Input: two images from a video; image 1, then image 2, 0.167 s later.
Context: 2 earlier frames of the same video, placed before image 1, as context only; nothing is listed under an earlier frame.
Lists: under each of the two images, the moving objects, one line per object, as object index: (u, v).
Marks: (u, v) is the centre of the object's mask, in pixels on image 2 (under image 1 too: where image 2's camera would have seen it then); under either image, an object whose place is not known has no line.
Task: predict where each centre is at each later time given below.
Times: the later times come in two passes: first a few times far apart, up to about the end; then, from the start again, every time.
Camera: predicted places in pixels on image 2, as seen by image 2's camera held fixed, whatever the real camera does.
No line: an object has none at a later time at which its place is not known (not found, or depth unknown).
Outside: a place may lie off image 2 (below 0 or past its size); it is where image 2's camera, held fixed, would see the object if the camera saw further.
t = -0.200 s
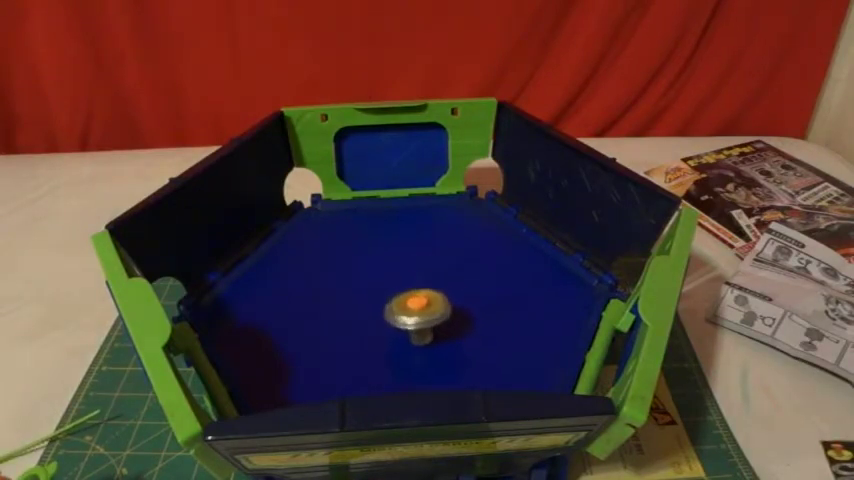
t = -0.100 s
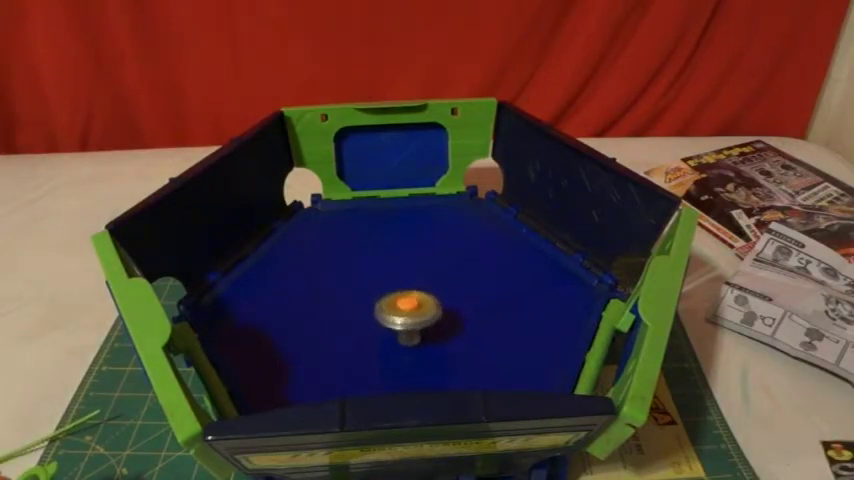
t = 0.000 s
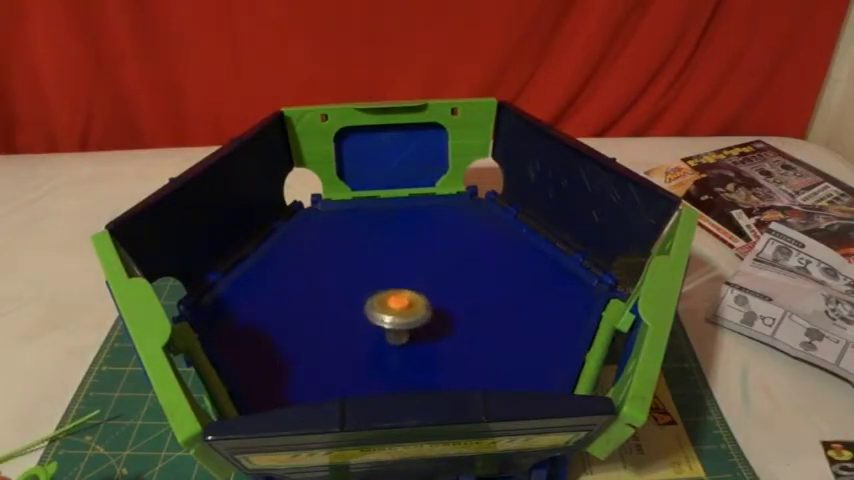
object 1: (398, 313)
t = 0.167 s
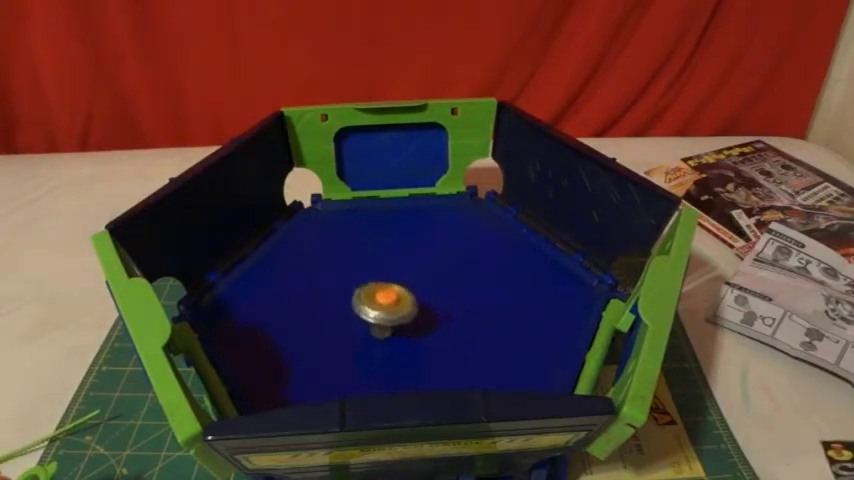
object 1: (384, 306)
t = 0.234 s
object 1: (380, 303)
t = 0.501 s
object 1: (379, 288)
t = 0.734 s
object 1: (391, 279)
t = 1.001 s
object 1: (411, 279)
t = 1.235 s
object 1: (422, 288)
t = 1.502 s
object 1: (421, 305)
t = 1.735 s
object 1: (405, 315)
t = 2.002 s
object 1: (381, 315)
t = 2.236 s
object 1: (369, 305)
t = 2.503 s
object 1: (373, 292)
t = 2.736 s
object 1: (388, 286)
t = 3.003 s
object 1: (409, 289)
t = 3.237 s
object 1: (420, 300)
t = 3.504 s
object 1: (414, 316)
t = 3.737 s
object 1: (397, 322)
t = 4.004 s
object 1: (377, 317)
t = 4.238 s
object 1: (373, 305)
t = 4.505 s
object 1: (384, 294)
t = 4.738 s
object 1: (402, 291)
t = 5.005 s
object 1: (419, 297)
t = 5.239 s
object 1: (421, 309)
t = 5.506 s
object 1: (410, 319)
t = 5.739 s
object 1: (394, 319)
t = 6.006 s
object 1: (383, 309)
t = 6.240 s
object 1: (386, 298)
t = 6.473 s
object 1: (399, 293)
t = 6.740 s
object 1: (416, 295)
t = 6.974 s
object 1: (423, 304)
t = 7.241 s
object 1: (415, 316)
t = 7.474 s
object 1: (399, 318)
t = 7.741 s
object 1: (385, 311)
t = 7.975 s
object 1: (384, 300)
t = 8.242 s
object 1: (397, 293)
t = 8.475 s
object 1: (412, 294)
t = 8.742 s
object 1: (422, 304)
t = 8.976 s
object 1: (418, 315)
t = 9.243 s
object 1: (401, 319)
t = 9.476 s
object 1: (387, 313)
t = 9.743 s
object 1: (386, 301)
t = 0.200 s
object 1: (382, 305)
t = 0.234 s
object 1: (380, 303)
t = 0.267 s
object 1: (379, 301)
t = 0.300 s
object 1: (378, 299)
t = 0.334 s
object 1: (378, 297)
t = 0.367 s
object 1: (377, 295)
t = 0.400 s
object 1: (377, 293)
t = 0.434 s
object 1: (378, 291)
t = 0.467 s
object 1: (378, 289)
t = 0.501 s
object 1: (379, 288)
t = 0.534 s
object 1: (380, 286)
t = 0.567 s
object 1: (381, 285)
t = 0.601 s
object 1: (383, 283)
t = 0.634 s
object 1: (385, 282)
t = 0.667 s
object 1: (387, 281)
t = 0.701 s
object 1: (389, 280)
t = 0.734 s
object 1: (391, 279)
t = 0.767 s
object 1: (394, 279)
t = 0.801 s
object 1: (396, 278)
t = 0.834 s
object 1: (398, 278)
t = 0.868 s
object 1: (401, 278)
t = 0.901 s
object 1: (403, 278)
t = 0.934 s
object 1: (406, 278)
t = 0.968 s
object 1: (408, 279)
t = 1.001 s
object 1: (411, 279)
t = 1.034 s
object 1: (413, 280)
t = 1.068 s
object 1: (415, 281)
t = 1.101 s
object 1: (417, 282)
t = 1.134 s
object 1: (418, 283)
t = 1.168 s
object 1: (420, 284)
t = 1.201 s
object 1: (421, 286)
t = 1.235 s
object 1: (422, 288)
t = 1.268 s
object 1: (423, 290)
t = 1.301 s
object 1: (424, 292)
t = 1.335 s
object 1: (424, 294)
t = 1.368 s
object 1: (424, 296)
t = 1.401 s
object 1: (423, 298)
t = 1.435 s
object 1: (423, 300)
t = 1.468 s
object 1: (422, 303)
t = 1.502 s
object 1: (421, 305)
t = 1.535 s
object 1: (419, 306)
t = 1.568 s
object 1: (418, 308)
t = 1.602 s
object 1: (415, 310)
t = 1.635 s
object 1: (413, 312)
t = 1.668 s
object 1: (410, 313)
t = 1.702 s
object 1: (408, 314)
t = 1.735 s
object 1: (405, 315)
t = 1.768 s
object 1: (401, 316)
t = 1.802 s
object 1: (398, 317)
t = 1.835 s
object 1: (395, 317)
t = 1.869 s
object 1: (392, 317)
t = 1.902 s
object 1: (389, 317)
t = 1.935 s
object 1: (386, 316)
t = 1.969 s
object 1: (383, 316)
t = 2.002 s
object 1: (381, 315)
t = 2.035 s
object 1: (378, 314)
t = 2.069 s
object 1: (376, 312)
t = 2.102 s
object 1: (374, 311)
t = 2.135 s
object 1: (372, 310)
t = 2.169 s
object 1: (371, 308)
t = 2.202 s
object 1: (370, 307)
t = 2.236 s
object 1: (369, 305)
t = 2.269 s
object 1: (369, 303)
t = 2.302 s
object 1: (369, 301)
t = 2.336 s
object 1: (369, 300)
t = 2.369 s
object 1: (369, 298)
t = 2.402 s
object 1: (370, 296)
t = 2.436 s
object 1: (371, 294)
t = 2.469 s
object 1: (372, 293)
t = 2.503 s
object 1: (373, 292)
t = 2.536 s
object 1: (375, 290)
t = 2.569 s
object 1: (377, 289)
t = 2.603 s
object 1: (379, 288)
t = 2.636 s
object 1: (381, 287)
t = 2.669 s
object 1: (383, 287)
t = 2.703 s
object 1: (386, 286)
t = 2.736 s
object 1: (388, 286)
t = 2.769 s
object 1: (391, 285)
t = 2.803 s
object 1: (394, 285)
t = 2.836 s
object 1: (397, 286)
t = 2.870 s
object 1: (400, 286)
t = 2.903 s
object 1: (402, 286)
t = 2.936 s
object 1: (405, 287)
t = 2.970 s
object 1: (407, 288)
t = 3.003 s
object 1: (409, 289)
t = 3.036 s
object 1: (412, 290)
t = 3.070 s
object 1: (414, 292)
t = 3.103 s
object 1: (416, 293)
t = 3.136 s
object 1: (417, 295)
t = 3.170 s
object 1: (418, 296)
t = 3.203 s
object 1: (419, 298)
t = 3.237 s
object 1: (420, 300)
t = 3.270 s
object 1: (420, 303)
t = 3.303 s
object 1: (420, 305)
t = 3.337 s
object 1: (420, 307)
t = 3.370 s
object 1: (420, 309)
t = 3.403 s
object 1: (419, 311)
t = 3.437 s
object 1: (417, 313)
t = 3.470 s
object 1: (416, 314)
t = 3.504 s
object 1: (414, 316)
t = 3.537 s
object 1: (412, 317)
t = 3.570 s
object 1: (410, 319)
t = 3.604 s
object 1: (408, 320)
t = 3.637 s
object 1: (406, 321)
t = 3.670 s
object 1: (403, 322)
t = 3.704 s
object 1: (400, 322)
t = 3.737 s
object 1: (397, 322)
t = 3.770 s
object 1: (394, 322)
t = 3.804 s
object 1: (392, 322)
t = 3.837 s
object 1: (388, 322)
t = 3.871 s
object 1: (386, 321)
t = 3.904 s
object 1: (384, 320)
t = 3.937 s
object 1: (381, 320)
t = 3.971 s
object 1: (379, 318)
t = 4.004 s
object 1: (377, 317)
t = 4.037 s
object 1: (376, 315)
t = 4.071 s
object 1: (375, 314)
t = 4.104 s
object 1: (374, 312)
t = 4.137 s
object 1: (373, 311)
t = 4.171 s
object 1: (372, 309)
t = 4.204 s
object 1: (372, 307)
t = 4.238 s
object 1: (373, 305)
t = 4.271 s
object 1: (373, 304)
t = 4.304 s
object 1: (374, 301)
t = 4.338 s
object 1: (375, 300)
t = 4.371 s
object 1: (376, 298)
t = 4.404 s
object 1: (378, 297)
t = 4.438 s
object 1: (379, 296)
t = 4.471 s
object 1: (382, 295)
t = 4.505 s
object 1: (384, 294)
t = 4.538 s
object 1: (386, 293)
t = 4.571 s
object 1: (388, 292)
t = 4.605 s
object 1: (391, 292)
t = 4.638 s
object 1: (394, 291)
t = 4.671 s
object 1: (396, 291)
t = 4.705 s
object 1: (399, 291)
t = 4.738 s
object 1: (402, 291)
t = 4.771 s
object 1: (405, 291)
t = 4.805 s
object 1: (407, 292)
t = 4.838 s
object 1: (410, 292)
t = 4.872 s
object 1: (412, 293)
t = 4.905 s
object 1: (414, 294)
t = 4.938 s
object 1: (416, 295)
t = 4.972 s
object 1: (417, 296)
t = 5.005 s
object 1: (419, 297)
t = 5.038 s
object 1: (420, 299)
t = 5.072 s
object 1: (420, 300)
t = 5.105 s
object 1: (421, 302)
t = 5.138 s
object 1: (421, 304)
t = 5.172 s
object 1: (421, 305)
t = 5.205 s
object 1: (422, 307)
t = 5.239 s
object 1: (421, 309)
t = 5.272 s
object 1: (421, 310)
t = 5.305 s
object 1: (420, 312)
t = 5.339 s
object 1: (418, 313)
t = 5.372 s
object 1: (417, 315)
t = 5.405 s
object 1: (415, 316)
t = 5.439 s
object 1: (414, 317)
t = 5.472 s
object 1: (412, 318)
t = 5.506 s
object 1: (410, 319)
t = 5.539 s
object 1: (408, 319)
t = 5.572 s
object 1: (405, 320)
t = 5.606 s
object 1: (403, 320)
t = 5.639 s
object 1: (400, 320)
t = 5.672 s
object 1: (398, 320)
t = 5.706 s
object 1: (395, 319)
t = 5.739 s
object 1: (394, 319)
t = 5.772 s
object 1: (391, 318)
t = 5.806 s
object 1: (389, 317)
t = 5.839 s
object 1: (388, 316)
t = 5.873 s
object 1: (386, 315)
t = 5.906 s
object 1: (385, 314)
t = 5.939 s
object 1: (384, 312)
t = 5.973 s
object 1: (383, 310)
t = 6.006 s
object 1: (383, 309)
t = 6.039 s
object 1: (383, 307)
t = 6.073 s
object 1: (382, 306)
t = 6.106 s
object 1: (383, 304)
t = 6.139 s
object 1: (383, 302)
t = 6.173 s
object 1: (384, 301)
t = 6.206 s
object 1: (385, 299)
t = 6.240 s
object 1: (386, 298)
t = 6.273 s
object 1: (388, 297)
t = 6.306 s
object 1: (389, 296)
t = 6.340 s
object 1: (391, 295)
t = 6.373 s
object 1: (393, 294)
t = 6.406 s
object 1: (395, 293)
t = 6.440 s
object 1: (397, 293)
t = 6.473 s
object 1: (399, 293)
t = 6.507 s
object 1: (402, 292)
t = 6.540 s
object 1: (404, 292)
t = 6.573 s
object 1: (406, 292)
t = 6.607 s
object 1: (408, 293)
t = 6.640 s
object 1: (411, 293)
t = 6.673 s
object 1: (413, 294)
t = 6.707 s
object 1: (415, 294)
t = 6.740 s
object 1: (416, 295)
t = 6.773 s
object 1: (418, 296)
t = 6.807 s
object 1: (420, 297)
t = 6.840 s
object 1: (421, 298)
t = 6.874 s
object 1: (421, 299)
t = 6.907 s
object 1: (422, 301)
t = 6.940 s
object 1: (423, 303)
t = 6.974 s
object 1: (423, 304)
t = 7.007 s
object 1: (423, 306)
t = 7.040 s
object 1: (423, 308)
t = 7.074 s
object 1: (422, 309)
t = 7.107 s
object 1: (421, 311)
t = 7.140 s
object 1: (420, 312)
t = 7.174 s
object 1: (418, 313)
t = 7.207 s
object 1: (417, 315)
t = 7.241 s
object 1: (415, 316)
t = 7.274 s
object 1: (413, 316)
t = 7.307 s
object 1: (411, 317)
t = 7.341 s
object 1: (409, 318)
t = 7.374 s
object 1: (407, 319)
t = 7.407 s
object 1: (404, 319)
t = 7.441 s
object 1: (402, 319)
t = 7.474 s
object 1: (399, 318)
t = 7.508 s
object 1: (397, 318)
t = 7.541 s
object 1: (395, 318)
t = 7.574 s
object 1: (392, 317)
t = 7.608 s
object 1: (390, 316)
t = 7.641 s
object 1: (388, 315)
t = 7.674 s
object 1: (387, 314)
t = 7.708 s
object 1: (386, 313)
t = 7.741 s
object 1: (385, 311)
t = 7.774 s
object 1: (384, 310)
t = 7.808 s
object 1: (383, 308)
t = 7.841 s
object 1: (383, 307)
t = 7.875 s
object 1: (383, 305)
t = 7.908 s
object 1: (383, 303)
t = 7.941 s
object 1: (383, 302)
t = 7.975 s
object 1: (384, 300)
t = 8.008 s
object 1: (385, 299)
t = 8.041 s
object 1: (386, 297)
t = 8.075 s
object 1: (388, 296)
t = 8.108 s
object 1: (389, 296)
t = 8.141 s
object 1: (391, 295)
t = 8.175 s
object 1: (393, 294)
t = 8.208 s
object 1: (395, 293)
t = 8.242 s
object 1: (397, 293)
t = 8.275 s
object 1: (399, 292)
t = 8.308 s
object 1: (401, 292)
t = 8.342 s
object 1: (404, 292)
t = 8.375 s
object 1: (406, 292)
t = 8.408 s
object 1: (408, 292)
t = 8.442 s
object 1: (411, 293)
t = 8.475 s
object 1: (412, 294)
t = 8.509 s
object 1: (414, 294)
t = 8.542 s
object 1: (416, 295)
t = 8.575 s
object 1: (417, 296)
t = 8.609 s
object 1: (419, 297)
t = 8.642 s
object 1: (420, 299)
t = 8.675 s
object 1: (421, 300)
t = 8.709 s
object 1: (421, 302)
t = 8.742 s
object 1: (422, 304)
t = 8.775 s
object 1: (422, 306)
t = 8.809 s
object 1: (422, 307)
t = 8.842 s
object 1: (422, 309)
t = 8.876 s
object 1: (421, 310)
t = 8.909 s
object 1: (420, 312)
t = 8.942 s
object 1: (419, 313)
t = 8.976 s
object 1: (418, 315)
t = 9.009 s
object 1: (416, 316)
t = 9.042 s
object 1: (414, 317)
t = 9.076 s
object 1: (412, 318)
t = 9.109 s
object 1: (410, 319)
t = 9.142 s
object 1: (408, 319)
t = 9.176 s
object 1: (405, 319)
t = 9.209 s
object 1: (403, 319)
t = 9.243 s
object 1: (401, 319)
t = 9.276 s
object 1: (398, 319)
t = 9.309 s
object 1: (396, 318)
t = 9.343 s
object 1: (394, 317)
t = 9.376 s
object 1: (392, 317)
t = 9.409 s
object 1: (390, 316)
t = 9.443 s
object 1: (388, 314)
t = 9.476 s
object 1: (387, 313)
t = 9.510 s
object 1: (386, 312)
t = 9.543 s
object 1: (386, 310)
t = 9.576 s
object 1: (385, 309)
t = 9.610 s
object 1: (385, 307)
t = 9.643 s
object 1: (385, 306)
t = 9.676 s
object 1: (385, 304)
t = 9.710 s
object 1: (386, 302)
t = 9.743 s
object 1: (386, 301)
